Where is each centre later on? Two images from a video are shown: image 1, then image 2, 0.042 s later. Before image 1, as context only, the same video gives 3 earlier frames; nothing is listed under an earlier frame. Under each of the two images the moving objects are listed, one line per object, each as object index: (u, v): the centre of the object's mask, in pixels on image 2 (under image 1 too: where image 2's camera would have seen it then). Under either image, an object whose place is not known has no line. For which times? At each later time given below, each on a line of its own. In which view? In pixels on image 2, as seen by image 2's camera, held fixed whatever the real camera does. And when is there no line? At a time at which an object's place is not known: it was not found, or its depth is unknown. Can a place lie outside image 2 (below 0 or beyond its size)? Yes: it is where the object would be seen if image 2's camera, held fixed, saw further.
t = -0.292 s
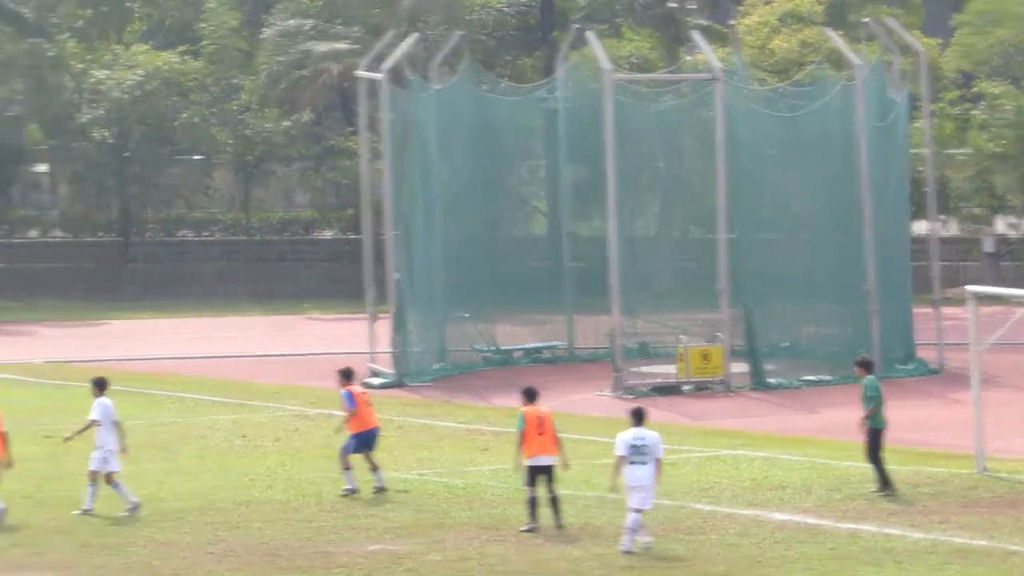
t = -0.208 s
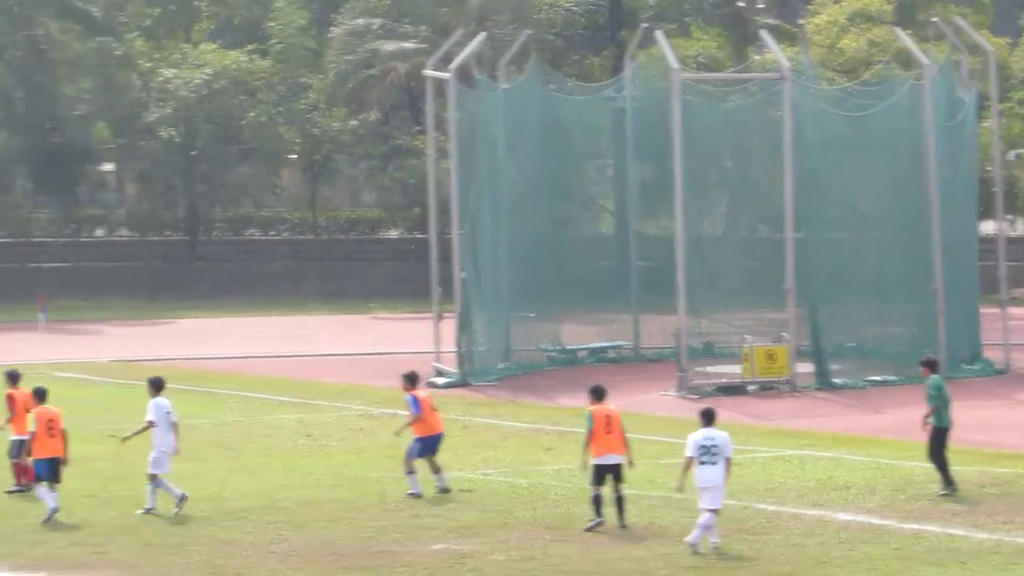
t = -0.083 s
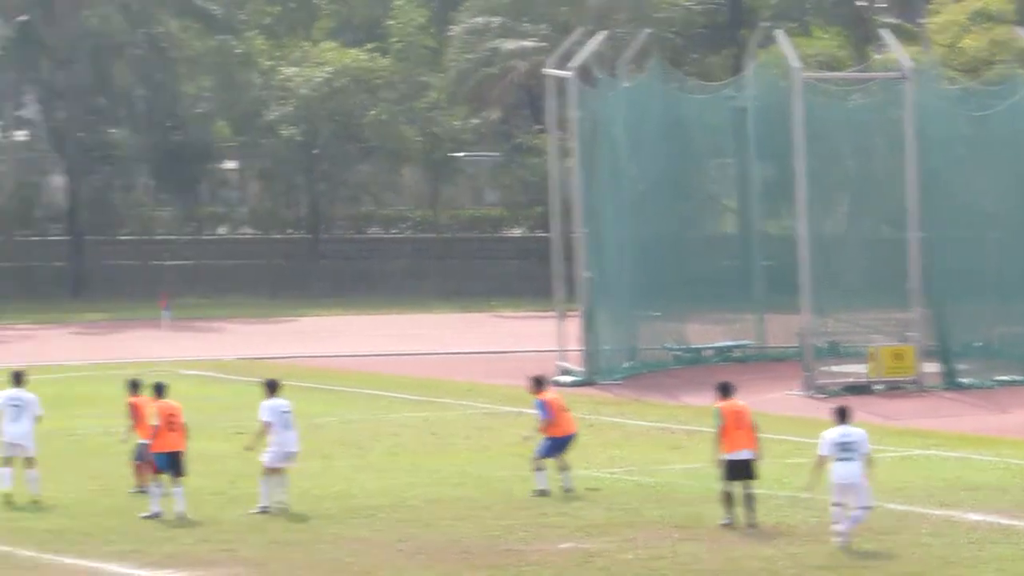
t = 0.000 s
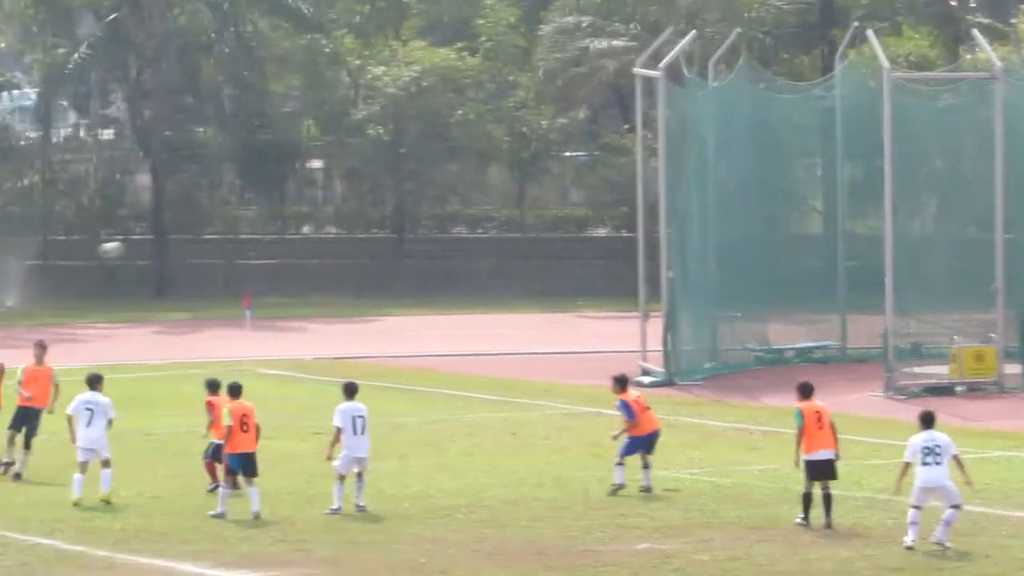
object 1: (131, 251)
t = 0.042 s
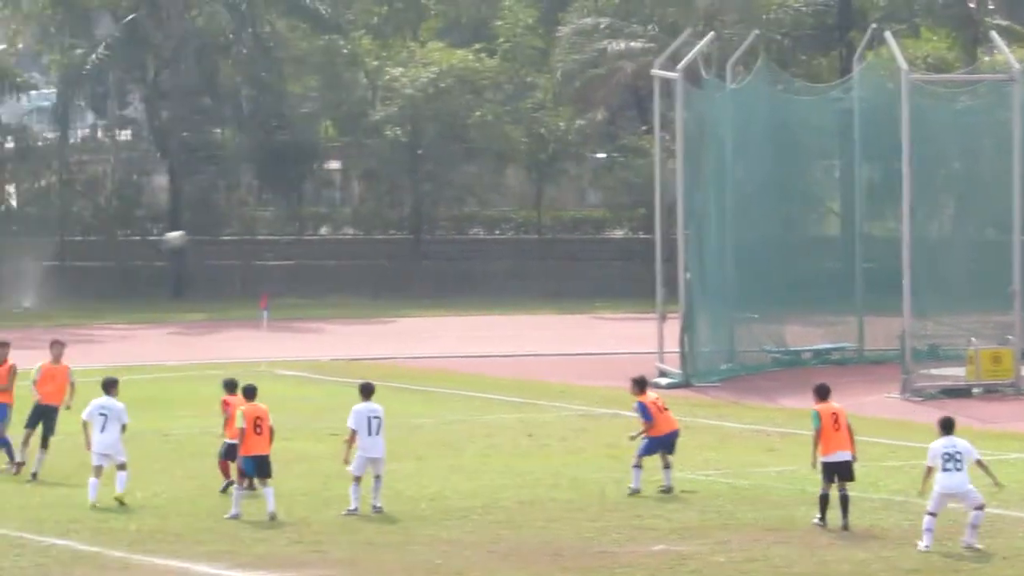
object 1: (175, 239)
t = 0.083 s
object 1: (219, 229)
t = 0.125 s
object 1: (265, 220)
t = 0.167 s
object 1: (311, 211)
